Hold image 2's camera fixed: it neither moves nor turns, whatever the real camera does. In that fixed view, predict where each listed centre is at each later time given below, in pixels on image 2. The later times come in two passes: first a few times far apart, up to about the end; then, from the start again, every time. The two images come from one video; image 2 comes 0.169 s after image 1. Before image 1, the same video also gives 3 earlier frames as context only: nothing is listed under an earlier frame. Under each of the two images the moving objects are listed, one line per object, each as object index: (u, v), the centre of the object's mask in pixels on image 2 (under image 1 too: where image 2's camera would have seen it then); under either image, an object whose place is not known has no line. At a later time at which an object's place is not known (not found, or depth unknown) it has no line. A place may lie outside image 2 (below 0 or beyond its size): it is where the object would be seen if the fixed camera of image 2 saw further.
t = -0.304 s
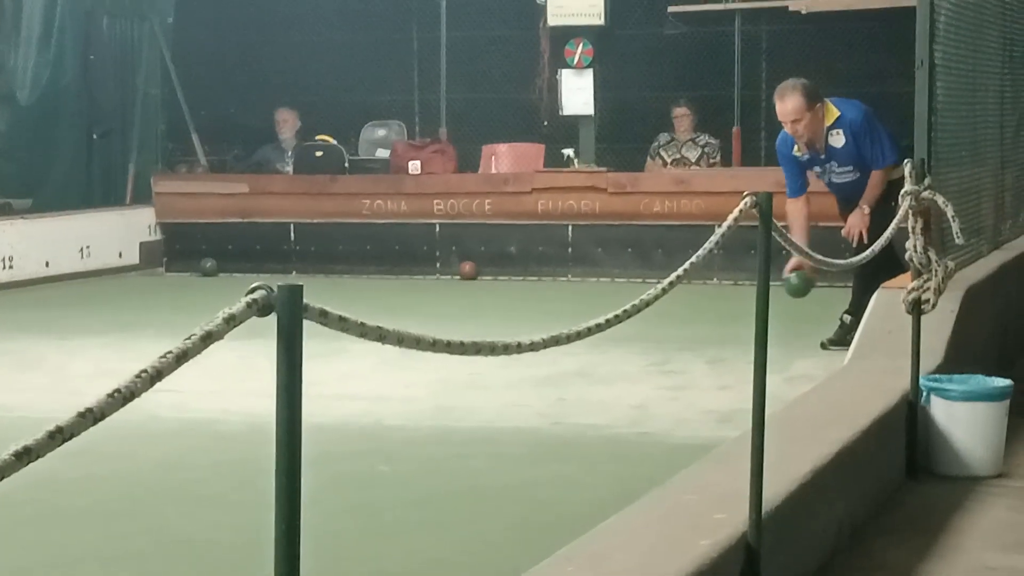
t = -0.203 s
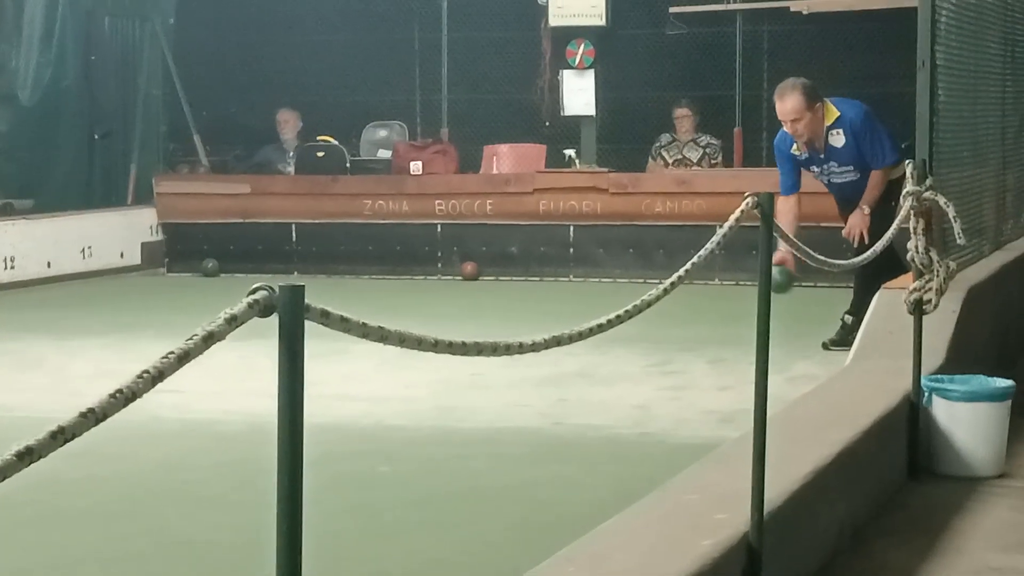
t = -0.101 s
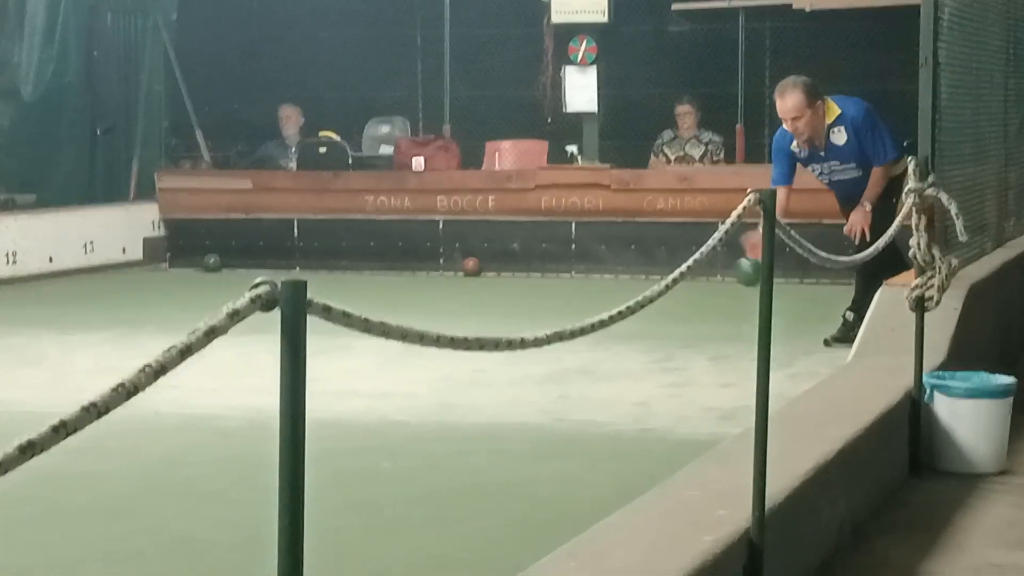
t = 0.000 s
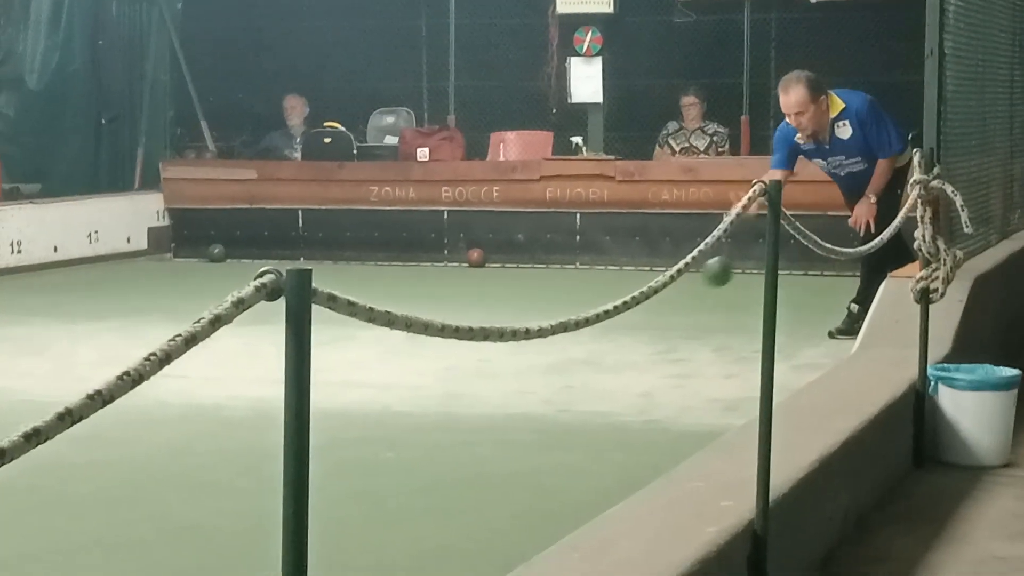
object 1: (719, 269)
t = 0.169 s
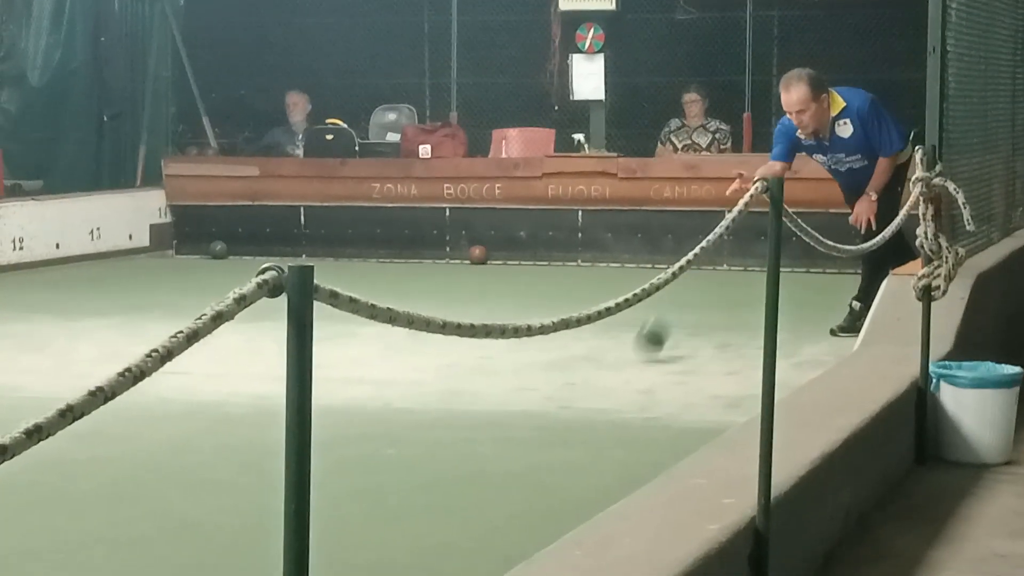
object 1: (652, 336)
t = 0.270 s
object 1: (617, 341)
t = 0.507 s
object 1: (533, 362)
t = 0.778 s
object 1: (426, 376)
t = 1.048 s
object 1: (320, 394)
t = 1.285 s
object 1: (201, 409)
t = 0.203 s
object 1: (638, 343)
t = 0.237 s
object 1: (628, 341)
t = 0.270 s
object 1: (617, 341)
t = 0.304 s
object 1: (605, 344)
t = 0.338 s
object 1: (593, 350)
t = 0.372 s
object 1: (582, 354)
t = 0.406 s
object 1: (569, 357)
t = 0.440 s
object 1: (557, 358)
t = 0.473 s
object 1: (545, 360)
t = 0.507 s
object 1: (533, 362)
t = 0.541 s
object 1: (520, 364)
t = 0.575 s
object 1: (506, 366)
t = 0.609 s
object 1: (493, 367)
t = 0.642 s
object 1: (480, 370)
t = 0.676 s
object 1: (467, 371)
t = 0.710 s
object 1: (454, 373)
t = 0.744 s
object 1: (440, 375)
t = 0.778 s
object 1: (426, 376)
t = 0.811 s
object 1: (412, 379)
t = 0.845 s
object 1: (398, 381)
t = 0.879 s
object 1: (384, 382)
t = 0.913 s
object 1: (371, 385)
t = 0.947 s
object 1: (356, 387)
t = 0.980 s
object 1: (342, 388)
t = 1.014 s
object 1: (327, 391)
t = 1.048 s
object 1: (320, 394)
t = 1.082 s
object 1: (284, 395)
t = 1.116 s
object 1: (276, 397)
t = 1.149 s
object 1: (265, 400)
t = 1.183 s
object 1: (249, 402)
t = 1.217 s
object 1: (233, 404)
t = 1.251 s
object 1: (217, 406)
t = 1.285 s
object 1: (201, 409)
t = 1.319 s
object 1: (185, 412)
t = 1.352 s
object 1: (169, 414)
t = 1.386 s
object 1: (152, 417)
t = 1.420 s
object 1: (135, 420)
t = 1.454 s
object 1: (117, 423)
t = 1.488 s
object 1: (100, 428)
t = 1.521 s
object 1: (84, 434)
